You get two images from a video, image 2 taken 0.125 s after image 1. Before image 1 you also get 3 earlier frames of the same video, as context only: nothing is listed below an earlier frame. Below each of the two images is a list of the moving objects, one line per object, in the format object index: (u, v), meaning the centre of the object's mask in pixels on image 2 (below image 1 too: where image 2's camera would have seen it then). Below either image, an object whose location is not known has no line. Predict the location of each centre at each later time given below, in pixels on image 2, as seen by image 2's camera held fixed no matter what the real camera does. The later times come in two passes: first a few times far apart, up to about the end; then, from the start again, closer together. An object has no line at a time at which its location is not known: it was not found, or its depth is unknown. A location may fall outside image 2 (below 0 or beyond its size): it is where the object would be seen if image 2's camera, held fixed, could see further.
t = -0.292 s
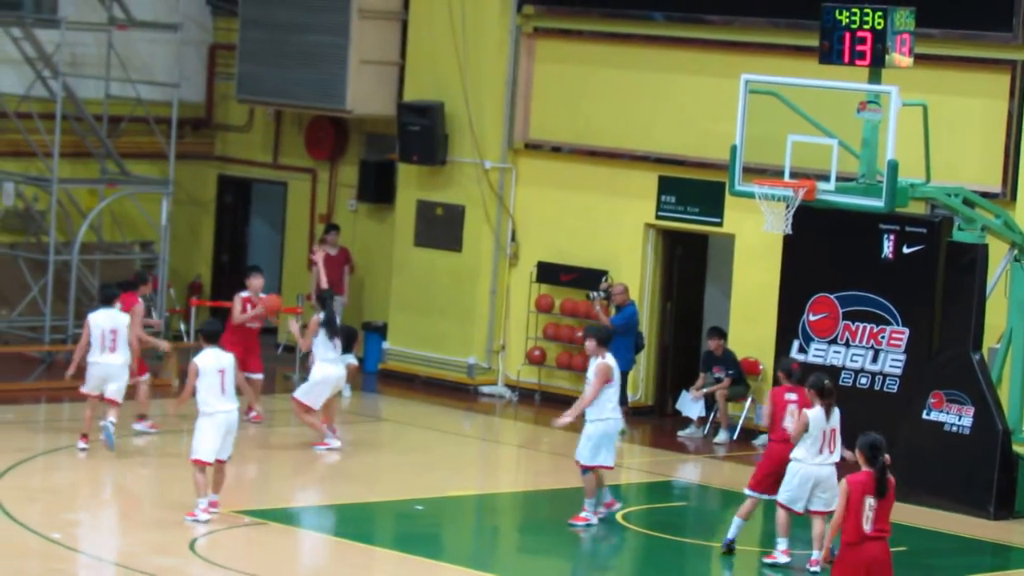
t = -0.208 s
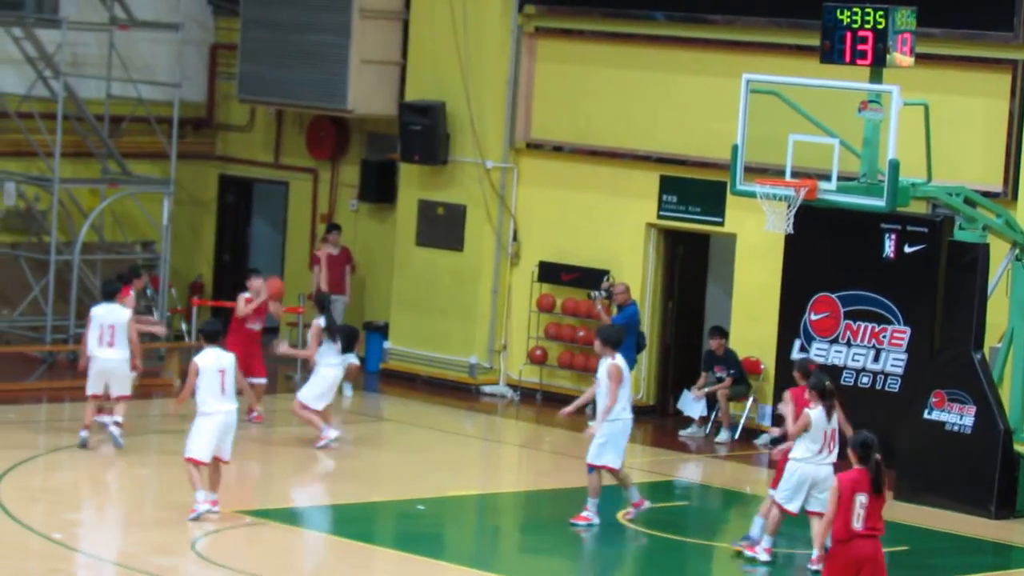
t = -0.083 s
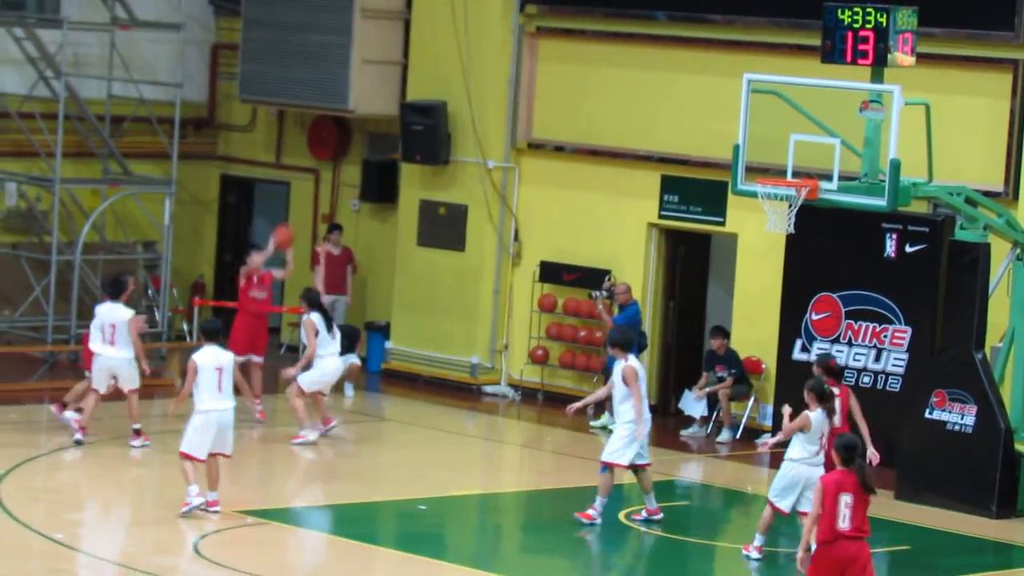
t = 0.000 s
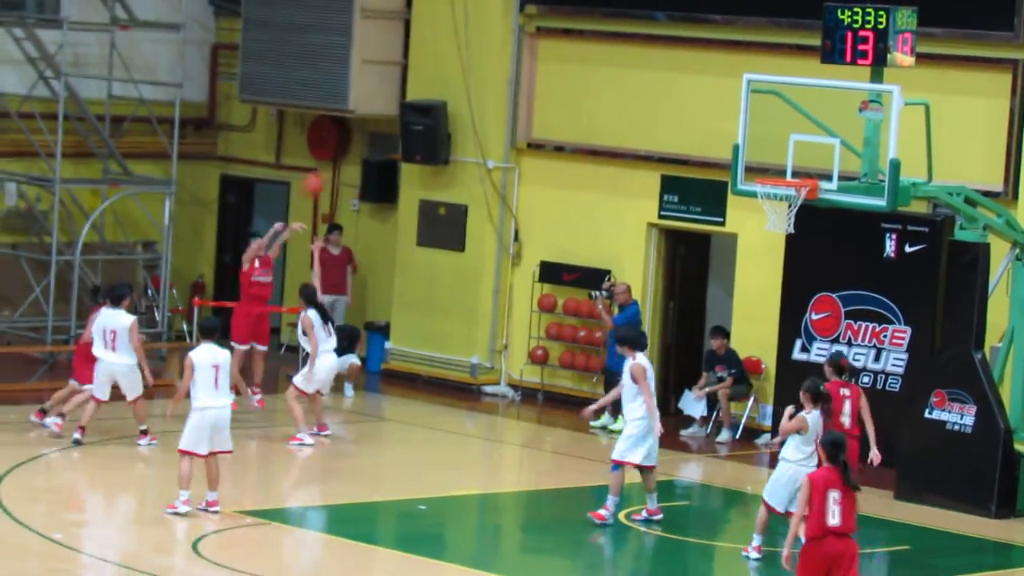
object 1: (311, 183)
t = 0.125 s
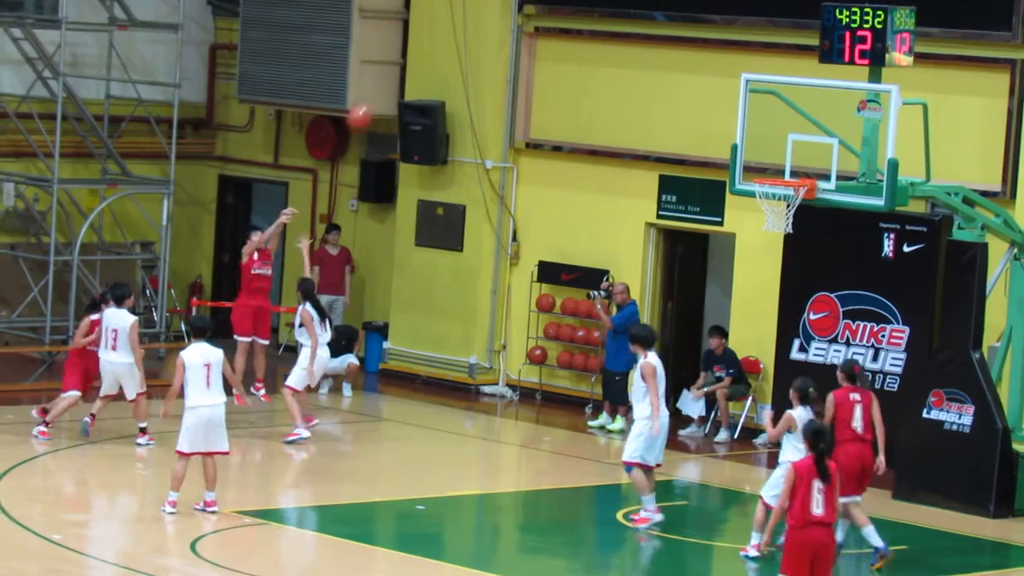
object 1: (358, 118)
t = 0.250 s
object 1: (407, 63)
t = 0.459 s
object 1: (488, 6)
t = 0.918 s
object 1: (664, 23)
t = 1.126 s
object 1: (744, 109)
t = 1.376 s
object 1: (780, 234)
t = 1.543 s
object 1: (754, 308)
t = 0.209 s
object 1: (391, 78)
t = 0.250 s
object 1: (407, 63)
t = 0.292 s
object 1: (423, 47)
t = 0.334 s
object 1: (439, 34)
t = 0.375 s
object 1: (456, 22)
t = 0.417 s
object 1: (472, 12)
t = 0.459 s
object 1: (488, 6)
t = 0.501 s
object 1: (503, 3)
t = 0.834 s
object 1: (633, 7)
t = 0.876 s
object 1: (648, 11)
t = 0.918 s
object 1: (664, 23)
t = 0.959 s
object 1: (681, 35)
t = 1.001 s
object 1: (696, 50)
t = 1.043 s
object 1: (712, 68)
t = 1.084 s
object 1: (728, 87)
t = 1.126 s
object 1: (744, 109)
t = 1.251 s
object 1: (793, 184)
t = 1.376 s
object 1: (780, 234)
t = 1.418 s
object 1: (774, 250)
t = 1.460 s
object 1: (767, 268)
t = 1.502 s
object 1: (761, 286)
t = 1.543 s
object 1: (754, 308)
